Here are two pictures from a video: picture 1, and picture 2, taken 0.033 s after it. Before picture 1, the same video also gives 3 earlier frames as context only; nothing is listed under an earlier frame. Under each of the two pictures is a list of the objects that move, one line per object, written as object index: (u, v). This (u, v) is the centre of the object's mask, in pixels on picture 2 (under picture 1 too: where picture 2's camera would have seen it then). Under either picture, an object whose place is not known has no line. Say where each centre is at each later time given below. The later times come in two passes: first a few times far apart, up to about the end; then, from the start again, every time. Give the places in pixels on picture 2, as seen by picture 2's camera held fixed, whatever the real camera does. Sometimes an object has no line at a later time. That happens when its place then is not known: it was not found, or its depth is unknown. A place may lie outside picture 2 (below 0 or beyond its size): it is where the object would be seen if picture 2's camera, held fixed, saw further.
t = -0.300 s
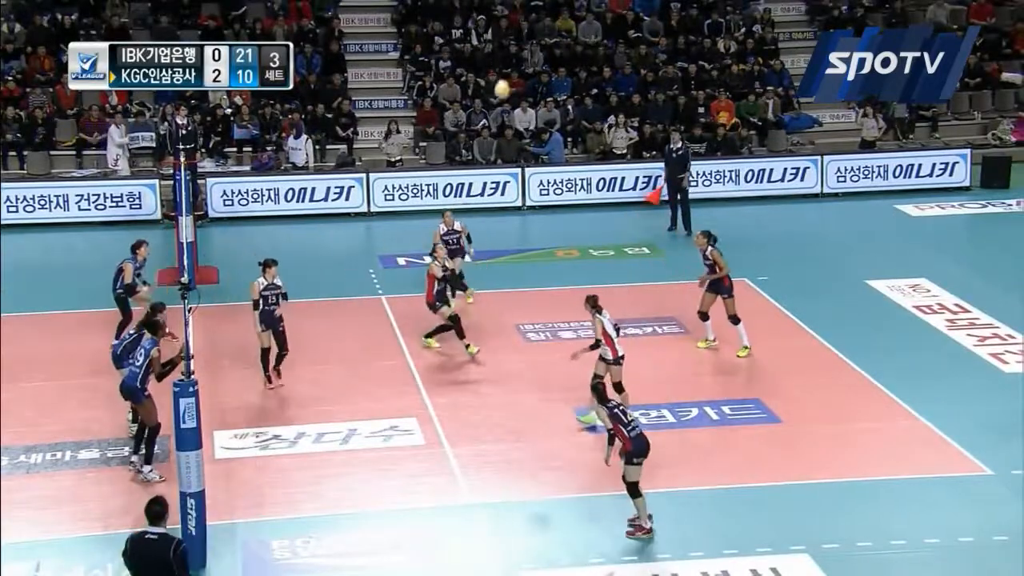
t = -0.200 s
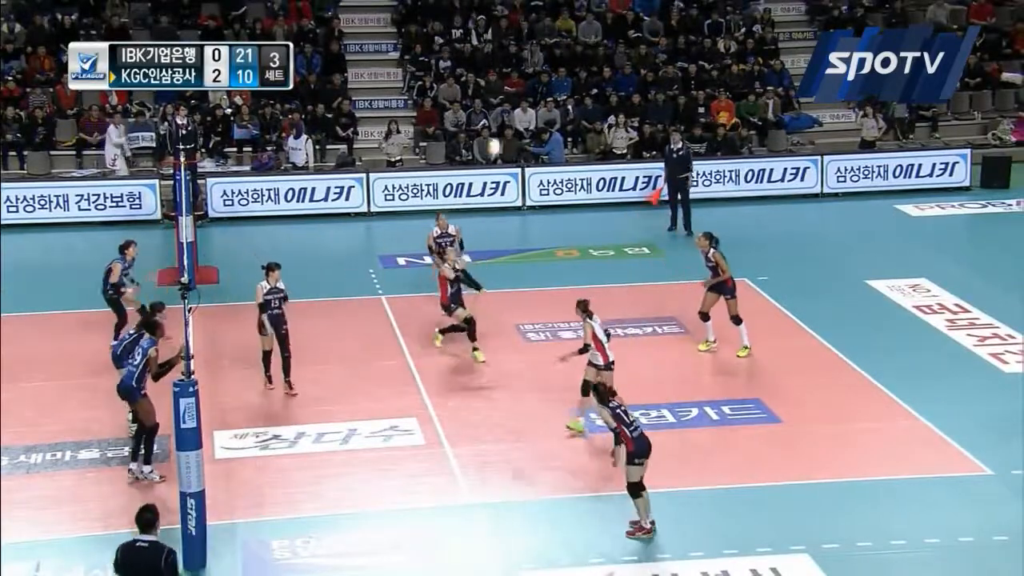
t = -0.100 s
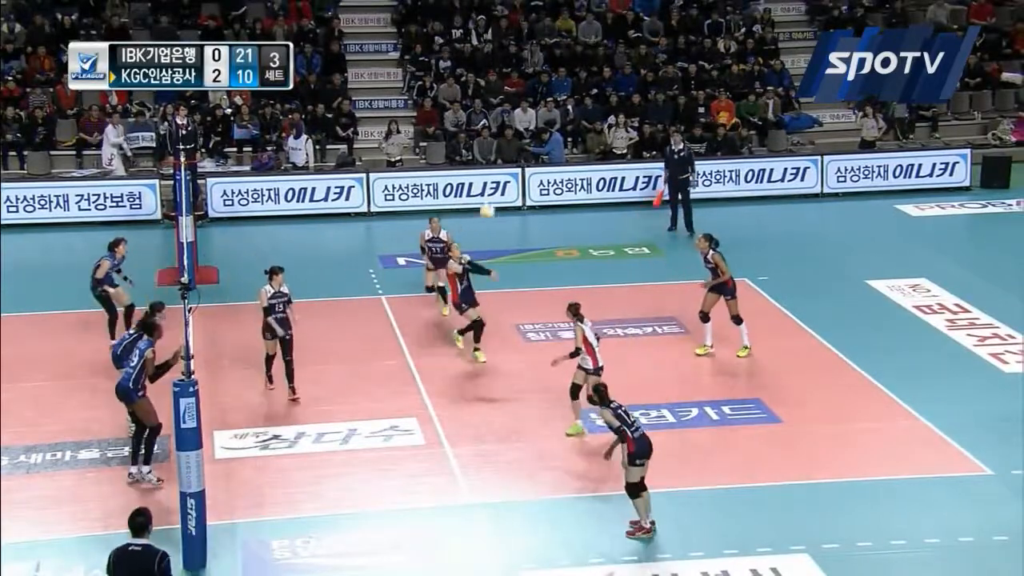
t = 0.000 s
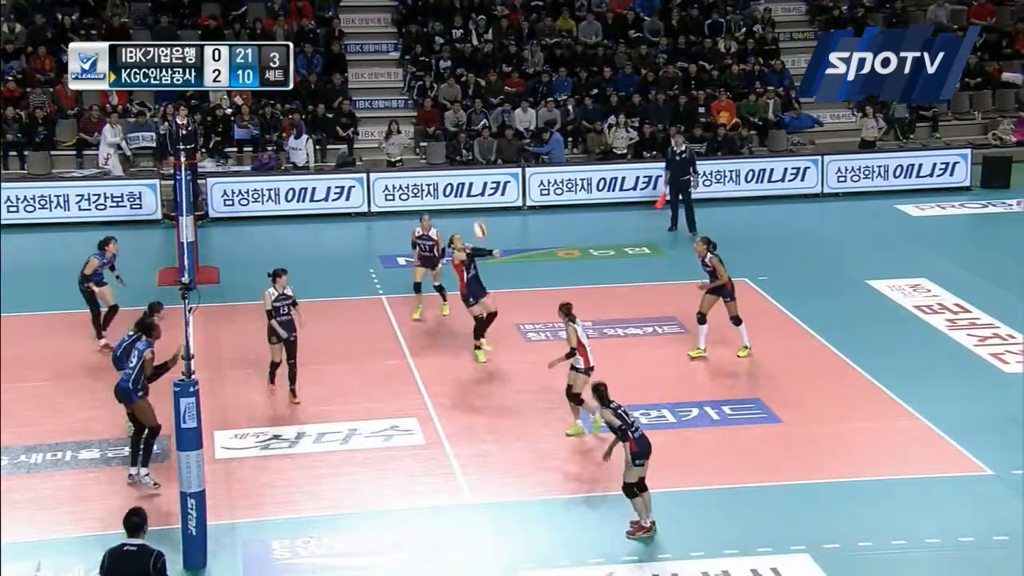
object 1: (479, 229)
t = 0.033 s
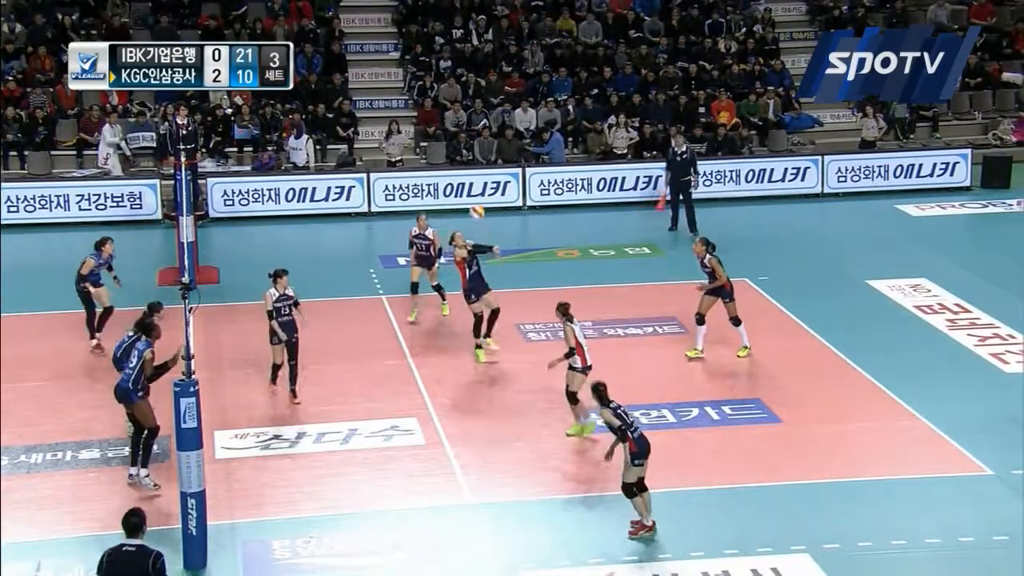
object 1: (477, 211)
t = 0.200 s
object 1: (462, 129)
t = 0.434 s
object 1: (440, 46)
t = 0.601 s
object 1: (423, 11)
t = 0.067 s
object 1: (474, 193)
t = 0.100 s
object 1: (470, 174)
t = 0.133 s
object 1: (468, 159)
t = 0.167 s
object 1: (465, 144)
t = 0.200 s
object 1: (462, 129)
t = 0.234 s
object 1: (459, 114)
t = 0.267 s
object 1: (456, 101)
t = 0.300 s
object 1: (452, 87)
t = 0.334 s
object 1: (449, 76)
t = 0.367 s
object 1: (446, 66)
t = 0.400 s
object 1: (443, 56)
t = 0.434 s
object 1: (440, 46)
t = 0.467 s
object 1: (437, 37)
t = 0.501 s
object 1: (433, 29)
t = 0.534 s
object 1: (430, 23)
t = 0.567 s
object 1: (427, 16)
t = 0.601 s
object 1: (423, 11)
